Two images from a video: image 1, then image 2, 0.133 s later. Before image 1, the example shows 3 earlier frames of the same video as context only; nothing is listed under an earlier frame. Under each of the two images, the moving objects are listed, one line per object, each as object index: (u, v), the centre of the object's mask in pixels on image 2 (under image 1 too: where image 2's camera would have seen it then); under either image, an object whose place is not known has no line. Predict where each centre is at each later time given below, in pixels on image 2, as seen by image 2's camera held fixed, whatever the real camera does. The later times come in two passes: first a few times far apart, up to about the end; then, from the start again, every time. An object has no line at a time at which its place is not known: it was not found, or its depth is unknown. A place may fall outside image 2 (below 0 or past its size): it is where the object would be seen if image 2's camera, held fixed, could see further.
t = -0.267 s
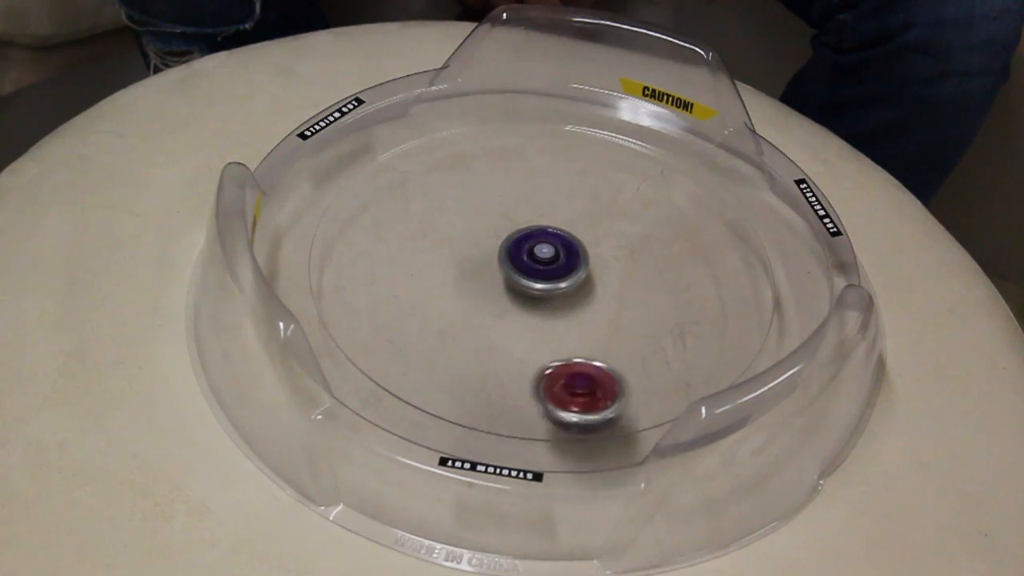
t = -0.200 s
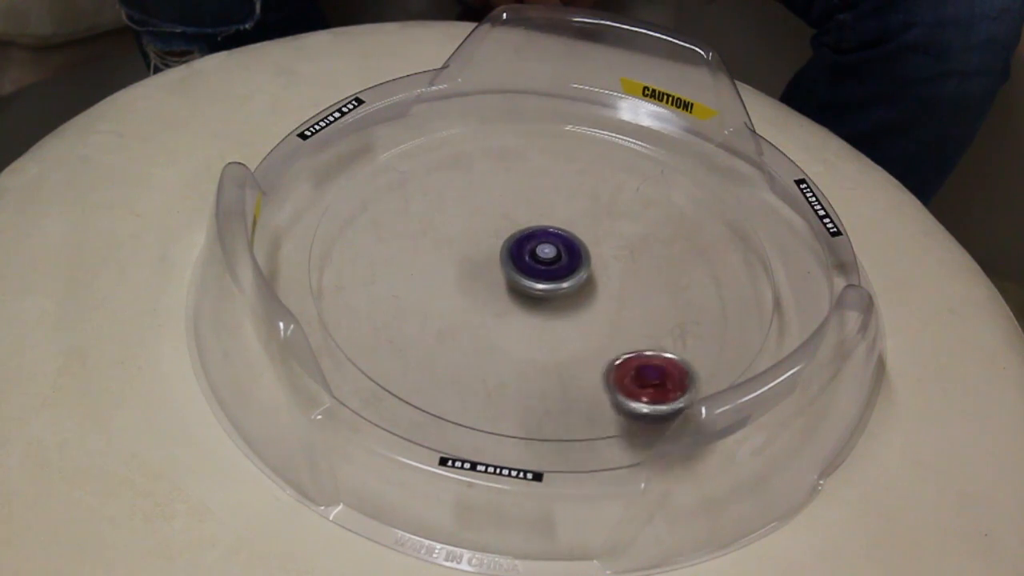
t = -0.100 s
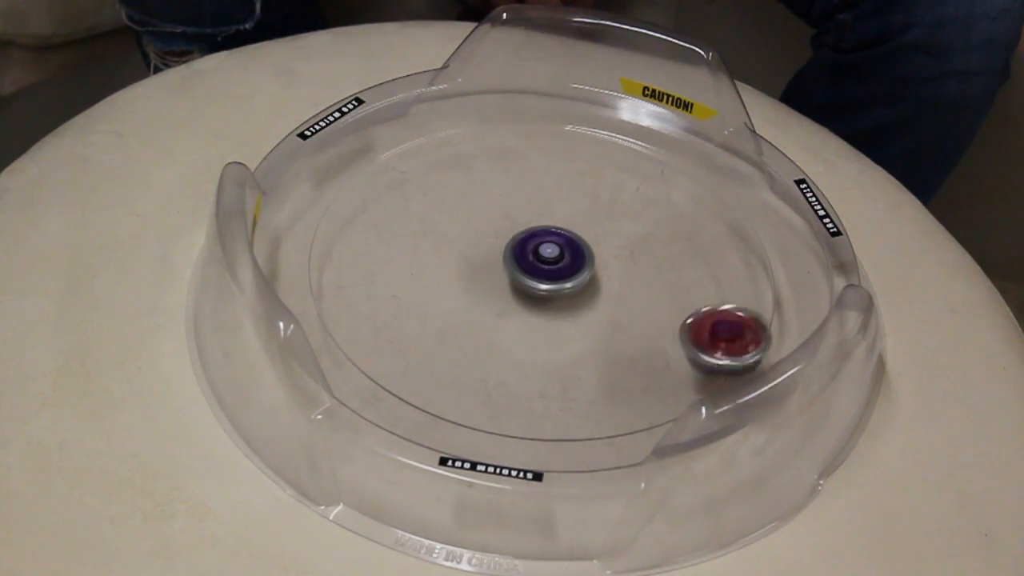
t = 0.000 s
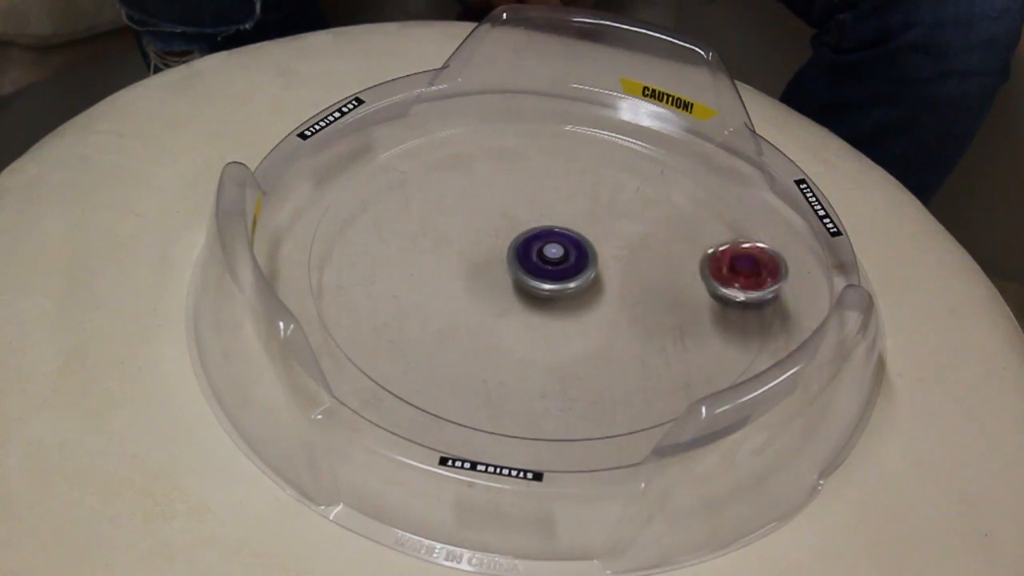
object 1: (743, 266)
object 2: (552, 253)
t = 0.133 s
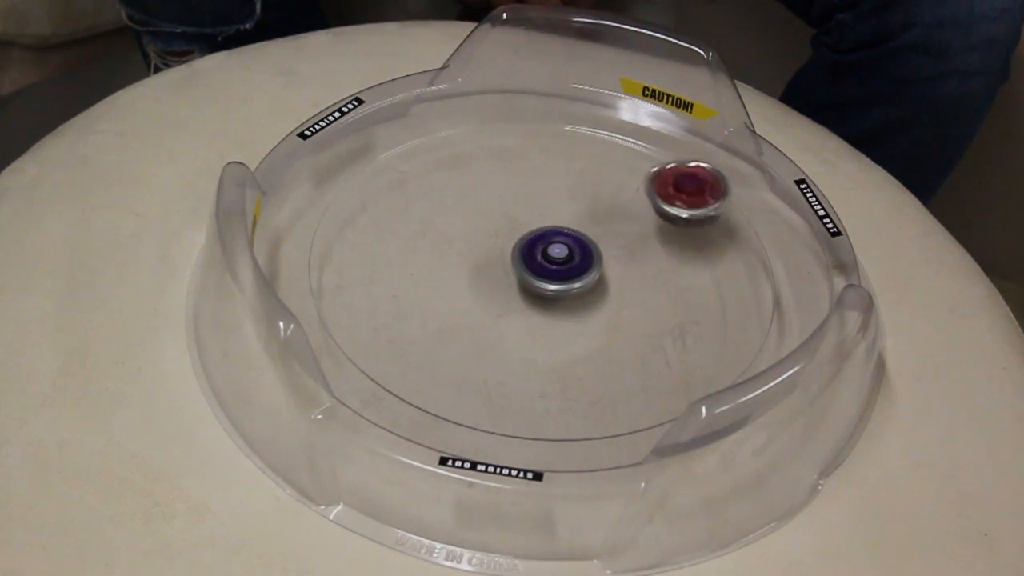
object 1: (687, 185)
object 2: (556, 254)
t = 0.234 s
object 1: (605, 145)
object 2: (559, 254)
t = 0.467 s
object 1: (397, 162)
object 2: (563, 257)
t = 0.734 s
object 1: (397, 327)
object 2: (568, 263)
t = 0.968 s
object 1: (633, 359)
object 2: (564, 269)
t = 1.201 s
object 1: (725, 222)
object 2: (566, 274)
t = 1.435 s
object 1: (587, 110)
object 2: (561, 274)
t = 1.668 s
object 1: (402, 166)
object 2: (551, 273)
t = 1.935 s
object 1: (450, 340)
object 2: (545, 272)
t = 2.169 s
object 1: (681, 358)
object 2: (541, 270)
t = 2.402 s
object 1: (747, 223)
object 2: (539, 267)
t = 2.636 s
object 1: (573, 139)
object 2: (539, 264)
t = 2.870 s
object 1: (388, 195)
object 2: (541, 260)
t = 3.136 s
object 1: (438, 354)
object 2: (543, 256)
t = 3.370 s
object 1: (662, 351)
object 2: (547, 255)
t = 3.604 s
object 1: (701, 210)
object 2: (551, 255)
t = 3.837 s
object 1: (541, 116)
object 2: (556, 258)
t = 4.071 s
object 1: (378, 185)
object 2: (560, 260)
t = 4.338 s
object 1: (478, 347)
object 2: (561, 264)
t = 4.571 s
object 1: (696, 332)
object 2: (560, 268)
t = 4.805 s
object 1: (728, 197)
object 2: (557, 271)
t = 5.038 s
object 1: (547, 138)
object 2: (553, 271)
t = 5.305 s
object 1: (383, 240)
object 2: (548, 271)
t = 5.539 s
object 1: (485, 367)
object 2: (542, 271)
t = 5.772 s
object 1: (687, 334)
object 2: (541, 269)
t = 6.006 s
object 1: (677, 197)
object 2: (540, 265)
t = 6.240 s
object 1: (500, 132)
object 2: (542, 260)
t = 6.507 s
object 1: (369, 241)
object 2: (543, 258)
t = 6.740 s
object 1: (520, 355)
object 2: (546, 256)
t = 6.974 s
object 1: (710, 300)
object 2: (549, 256)
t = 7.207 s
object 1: (685, 167)
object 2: (555, 258)
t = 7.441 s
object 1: (498, 146)
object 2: (559, 260)
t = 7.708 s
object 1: (401, 280)
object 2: (560, 263)
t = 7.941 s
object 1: (559, 374)
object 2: (556, 267)
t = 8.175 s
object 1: (711, 295)
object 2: (555, 271)
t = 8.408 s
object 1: (628, 174)
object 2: (555, 271)
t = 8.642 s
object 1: (443, 158)
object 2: (549, 269)
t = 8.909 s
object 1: (397, 296)
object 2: (543, 270)
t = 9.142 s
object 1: (595, 352)
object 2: (542, 270)
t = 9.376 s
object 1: (711, 248)
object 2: (543, 265)
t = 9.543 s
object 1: (656, 160)
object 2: (543, 263)
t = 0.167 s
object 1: (662, 169)
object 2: (557, 253)
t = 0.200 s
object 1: (636, 156)
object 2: (558, 255)
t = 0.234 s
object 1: (605, 145)
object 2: (559, 254)
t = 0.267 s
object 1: (575, 138)
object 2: (559, 255)
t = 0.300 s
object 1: (542, 134)
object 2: (560, 254)
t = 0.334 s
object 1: (511, 133)
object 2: (561, 256)
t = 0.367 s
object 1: (479, 135)
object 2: (561, 255)
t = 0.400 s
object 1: (450, 141)
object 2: (562, 257)
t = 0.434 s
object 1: (421, 150)
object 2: (563, 256)
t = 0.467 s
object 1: (397, 162)
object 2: (563, 257)
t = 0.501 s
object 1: (376, 177)
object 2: (564, 257)
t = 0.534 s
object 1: (360, 195)
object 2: (564, 258)
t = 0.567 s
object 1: (348, 216)
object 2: (565, 258)
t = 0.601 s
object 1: (345, 237)
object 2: (565, 259)
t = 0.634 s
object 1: (347, 261)
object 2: (566, 261)
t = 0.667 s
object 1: (357, 284)
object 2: (567, 261)
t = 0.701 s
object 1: (374, 307)
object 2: (567, 262)
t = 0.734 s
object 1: (397, 327)
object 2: (568, 263)
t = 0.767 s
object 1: (426, 344)
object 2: (567, 264)
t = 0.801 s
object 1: (458, 358)
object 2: (567, 265)
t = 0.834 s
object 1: (493, 367)
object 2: (566, 265)
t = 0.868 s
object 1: (530, 372)
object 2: (566, 265)
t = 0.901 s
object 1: (566, 372)
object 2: (565, 266)
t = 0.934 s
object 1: (602, 368)
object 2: (565, 266)
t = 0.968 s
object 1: (633, 359)
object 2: (564, 269)
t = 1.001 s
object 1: (663, 346)
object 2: (564, 270)
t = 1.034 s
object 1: (686, 330)
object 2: (565, 271)
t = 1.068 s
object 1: (705, 311)
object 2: (565, 272)
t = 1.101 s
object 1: (717, 290)
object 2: (565, 273)
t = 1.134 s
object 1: (725, 267)
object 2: (566, 272)
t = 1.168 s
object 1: (728, 246)
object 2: (566, 273)
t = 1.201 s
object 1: (725, 222)
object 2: (566, 274)
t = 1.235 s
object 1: (719, 201)
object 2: (566, 275)
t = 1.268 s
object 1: (706, 179)
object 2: (566, 274)
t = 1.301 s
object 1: (690, 160)
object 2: (565, 274)
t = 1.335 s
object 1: (670, 144)
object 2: (564, 275)
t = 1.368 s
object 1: (645, 128)
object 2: (563, 273)
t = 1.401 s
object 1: (617, 118)
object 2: (562, 274)
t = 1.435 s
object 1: (587, 110)
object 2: (561, 274)
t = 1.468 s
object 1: (558, 106)
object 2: (559, 273)
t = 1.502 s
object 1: (525, 107)
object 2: (558, 274)
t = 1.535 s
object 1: (496, 111)
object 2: (556, 274)
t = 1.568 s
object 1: (469, 120)
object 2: (555, 273)
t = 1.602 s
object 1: (442, 132)
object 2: (553, 273)
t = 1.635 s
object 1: (420, 147)
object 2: (552, 273)
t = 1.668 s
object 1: (402, 166)
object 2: (551, 273)
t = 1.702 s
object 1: (388, 186)
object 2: (549, 273)
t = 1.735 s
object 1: (380, 209)
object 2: (549, 274)
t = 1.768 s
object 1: (377, 232)
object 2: (548, 274)
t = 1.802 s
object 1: (380, 257)
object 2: (547, 274)
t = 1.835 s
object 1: (389, 280)
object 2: (547, 274)
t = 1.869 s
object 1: (405, 302)
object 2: (546, 274)
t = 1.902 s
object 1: (426, 322)
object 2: (546, 273)
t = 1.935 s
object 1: (450, 340)
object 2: (545, 272)
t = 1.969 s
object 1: (480, 354)
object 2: (544, 273)
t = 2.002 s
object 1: (512, 365)
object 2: (543, 272)
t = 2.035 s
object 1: (547, 372)
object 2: (543, 272)
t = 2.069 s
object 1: (582, 375)
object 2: (543, 271)
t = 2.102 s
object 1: (618, 373)
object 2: (542, 271)
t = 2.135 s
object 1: (650, 368)
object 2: (541, 270)
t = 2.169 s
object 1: (681, 358)
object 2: (541, 270)
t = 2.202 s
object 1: (708, 344)
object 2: (540, 270)
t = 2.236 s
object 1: (729, 328)
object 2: (540, 269)
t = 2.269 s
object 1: (746, 308)
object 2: (540, 269)
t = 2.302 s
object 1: (756, 287)
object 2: (540, 267)
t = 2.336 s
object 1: (758, 266)
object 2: (540, 268)
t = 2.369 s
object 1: (756, 244)
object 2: (539, 268)
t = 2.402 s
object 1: (747, 223)
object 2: (539, 267)
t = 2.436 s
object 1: (732, 203)
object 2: (539, 266)
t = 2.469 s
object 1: (713, 187)
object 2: (539, 266)
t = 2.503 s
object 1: (689, 172)
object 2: (539, 266)
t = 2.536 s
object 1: (664, 159)
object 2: (539, 265)
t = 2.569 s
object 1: (636, 150)
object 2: (539, 264)
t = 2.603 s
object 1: (604, 142)
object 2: (539, 263)
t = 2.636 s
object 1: (573, 139)
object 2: (539, 264)
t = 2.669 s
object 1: (542, 138)
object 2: (539, 262)
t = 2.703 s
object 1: (512, 141)
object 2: (539, 263)
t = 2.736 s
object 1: (483, 146)
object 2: (539, 262)
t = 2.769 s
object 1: (453, 154)
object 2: (541, 260)
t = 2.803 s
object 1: (428, 165)
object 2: (540, 261)
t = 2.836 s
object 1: (407, 179)
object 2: (541, 260)
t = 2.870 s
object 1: (388, 195)
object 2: (541, 260)
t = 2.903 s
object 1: (374, 213)
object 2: (541, 260)
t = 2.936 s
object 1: (365, 233)
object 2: (542, 259)
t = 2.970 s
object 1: (361, 254)
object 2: (542, 258)
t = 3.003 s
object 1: (364, 276)
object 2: (542, 258)
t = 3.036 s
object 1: (374, 298)
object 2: (542, 257)
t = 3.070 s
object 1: (389, 319)
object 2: (543, 257)
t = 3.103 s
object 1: (411, 337)
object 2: (543, 256)
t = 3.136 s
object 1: (438, 354)
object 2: (543, 256)
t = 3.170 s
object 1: (470, 367)
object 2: (544, 255)
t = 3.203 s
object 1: (503, 375)
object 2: (544, 256)
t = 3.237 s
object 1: (538, 379)
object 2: (545, 255)
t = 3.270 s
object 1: (573, 378)
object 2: (545, 256)
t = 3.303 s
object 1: (606, 373)
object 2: (545, 255)
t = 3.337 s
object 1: (635, 363)
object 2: (546, 255)
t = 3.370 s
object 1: (662, 351)
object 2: (547, 255)
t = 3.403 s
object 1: (683, 335)
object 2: (548, 255)
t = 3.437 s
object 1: (699, 315)
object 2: (548, 254)
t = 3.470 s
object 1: (710, 296)
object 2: (549, 255)
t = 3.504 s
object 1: (715, 274)
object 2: (549, 255)
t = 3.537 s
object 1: (715, 252)
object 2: (550, 256)
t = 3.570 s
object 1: (711, 231)
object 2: (551, 256)
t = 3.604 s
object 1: (701, 210)
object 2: (551, 255)
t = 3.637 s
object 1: (687, 190)
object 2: (552, 256)
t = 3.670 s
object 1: (669, 172)
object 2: (553, 256)
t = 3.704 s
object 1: (648, 155)
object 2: (553, 256)
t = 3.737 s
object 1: (625, 141)
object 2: (554, 256)
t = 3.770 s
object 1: (599, 130)
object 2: (555, 257)
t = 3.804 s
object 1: (571, 122)
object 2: (556, 258)
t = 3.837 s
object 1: (541, 116)
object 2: (556, 258)
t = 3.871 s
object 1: (512, 116)
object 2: (557, 257)
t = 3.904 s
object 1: (482, 118)
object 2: (557, 258)
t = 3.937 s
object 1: (455, 124)
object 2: (558, 258)
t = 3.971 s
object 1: (430, 135)
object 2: (558, 259)
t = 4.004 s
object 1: (409, 148)
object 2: (559, 260)
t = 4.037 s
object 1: (391, 166)
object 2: (560, 260)
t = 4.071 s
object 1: (378, 185)
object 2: (560, 260)
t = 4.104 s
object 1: (371, 206)
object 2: (560, 261)
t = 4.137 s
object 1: (369, 229)
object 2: (561, 262)
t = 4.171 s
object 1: (374, 253)
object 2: (560, 261)
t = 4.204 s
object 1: (385, 276)
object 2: (561, 263)
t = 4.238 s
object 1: (400, 297)
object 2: (561, 262)
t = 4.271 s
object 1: (422, 316)
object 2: (561, 264)
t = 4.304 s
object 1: (449, 333)
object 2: (561, 263)
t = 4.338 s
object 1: (478, 347)
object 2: (561, 264)
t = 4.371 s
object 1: (510, 357)
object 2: (561, 264)
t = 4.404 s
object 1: (543, 363)
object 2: (561, 265)
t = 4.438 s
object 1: (577, 365)
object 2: (561, 266)
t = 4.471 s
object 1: (612, 362)
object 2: (561, 267)
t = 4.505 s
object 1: (643, 357)
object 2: (561, 267)
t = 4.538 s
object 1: (671, 346)
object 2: (561, 267)
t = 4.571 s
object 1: (696, 332)
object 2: (560, 268)
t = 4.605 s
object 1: (718, 317)
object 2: (559, 269)
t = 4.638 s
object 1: (733, 298)
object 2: (559, 269)
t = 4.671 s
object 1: (744, 278)
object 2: (559, 270)
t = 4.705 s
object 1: (749, 257)
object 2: (559, 269)
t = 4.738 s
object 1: (748, 236)
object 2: (558, 270)
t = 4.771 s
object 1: (741, 216)
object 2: (558, 271)
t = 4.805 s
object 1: (728, 197)
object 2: (557, 271)
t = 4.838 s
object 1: (711, 180)
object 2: (557, 271)
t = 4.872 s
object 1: (689, 166)
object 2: (556, 271)
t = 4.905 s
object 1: (664, 153)
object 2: (556, 271)
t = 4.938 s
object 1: (636, 145)
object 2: (556, 271)
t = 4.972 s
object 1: (606, 140)
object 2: (555, 272)
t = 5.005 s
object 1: (576, 137)
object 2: (555, 271)
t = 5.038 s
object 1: (547, 138)
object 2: (553, 271)
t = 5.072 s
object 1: (517, 142)
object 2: (553, 271)
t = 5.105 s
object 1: (490, 148)
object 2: (552, 272)
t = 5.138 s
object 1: (463, 158)
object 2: (552, 270)
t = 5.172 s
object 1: (440, 171)
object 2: (551, 271)
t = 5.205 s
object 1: (420, 185)
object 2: (550, 270)
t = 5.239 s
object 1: (403, 201)
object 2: (549, 270)
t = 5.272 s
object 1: (390, 220)
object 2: (548, 271)
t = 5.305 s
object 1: (383, 240)
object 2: (548, 271)
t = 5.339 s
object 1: (381, 261)
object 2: (547, 271)
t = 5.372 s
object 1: (385, 281)
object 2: (546, 271)
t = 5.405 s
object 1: (394, 302)
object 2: (545, 270)
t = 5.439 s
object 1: (410, 321)
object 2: (544, 270)
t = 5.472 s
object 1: (430, 339)
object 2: (544, 269)
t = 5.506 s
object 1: (455, 355)
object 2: (543, 269)
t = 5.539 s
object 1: (485, 367)
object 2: (542, 271)
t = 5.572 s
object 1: (517, 375)
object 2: (541, 271)
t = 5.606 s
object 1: (550, 379)
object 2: (541, 270)
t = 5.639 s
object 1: (583, 378)
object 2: (542, 269)
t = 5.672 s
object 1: (615, 373)
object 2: (541, 270)
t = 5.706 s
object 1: (643, 364)
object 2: (541, 268)
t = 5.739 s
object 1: (667, 351)
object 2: (541, 269)
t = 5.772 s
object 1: (687, 334)
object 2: (541, 269)
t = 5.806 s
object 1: (701, 317)
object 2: (540, 268)
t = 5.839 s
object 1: (710, 297)
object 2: (541, 267)
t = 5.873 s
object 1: (712, 276)
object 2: (541, 267)
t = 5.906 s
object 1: (710, 255)
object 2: (540, 267)
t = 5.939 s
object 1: (704, 236)
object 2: (541, 265)
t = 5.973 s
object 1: (693, 216)
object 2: (541, 264)
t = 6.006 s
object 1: (677, 197)
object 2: (540, 265)
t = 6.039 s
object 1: (658, 182)
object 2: (541, 263)
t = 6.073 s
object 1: (637, 167)
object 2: (541, 263)
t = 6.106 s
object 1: (612, 154)
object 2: (541, 262)
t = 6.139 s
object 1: (586, 144)
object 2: (541, 262)
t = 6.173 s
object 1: (558, 137)
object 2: (541, 261)
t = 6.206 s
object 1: (529, 133)
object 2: (541, 261)
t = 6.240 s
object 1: (500, 132)
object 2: (542, 260)
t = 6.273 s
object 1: (473, 135)
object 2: (542, 260)
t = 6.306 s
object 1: (446, 141)
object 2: (542, 259)
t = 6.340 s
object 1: (423, 151)
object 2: (542, 260)
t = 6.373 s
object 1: (402, 164)
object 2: (543, 259)
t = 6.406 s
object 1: (385, 180)
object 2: (542, 259)
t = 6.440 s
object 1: (374, 198)
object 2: (543, 258)
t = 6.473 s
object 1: (368, 220)
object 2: (543, 258)
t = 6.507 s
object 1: (369, 241)
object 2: (543, 258)
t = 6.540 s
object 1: (376, 264)
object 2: (543, 258)
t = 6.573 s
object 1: (389, 284)
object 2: (544, 257)
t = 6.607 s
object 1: (407, 305)
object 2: (544, 256)
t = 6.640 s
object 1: (431, 322)
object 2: (544, 257)
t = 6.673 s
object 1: (458, 336)
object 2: (544, 256)
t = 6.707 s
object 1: (489, 348)
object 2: (545, 256)
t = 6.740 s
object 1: (520, 355)
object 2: (546, 256)
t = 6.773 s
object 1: (553, 359)
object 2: (546, 257)
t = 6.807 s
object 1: (586, 358)
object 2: (546, 256)
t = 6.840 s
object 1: (616, 353)
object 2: (547, 257)
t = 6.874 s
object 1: (645, 344)
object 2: (548, 256)
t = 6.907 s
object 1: (671, 332)
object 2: (548, 257)
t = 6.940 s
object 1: (693, 318)
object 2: (549, 256)
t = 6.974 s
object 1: (710, 300)
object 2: (549, 256)
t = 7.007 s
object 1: (721, 280)
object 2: (550, 257)
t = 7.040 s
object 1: (729, 260)
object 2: (551, 257)
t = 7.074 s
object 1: (731, 240)
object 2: (551, 257)
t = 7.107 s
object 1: (727, 220)
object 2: (552, 258)
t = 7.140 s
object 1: (719, 201)
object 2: (553, 258)
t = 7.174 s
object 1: (704, 183)
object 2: (553, 259)
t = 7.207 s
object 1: (685, 167)
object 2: (555, 258)
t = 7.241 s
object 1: (663, 154)
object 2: (555, 260)
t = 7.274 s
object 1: (639, 144)
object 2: (556, 259)
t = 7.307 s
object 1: (610, 138)
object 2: (556, 259)
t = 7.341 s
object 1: (582, 135)
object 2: (557, 259)
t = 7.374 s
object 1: (554, 135)
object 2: (558, 260)
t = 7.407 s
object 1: (525, 139)
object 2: (559, 260)
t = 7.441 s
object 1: (498, 146)
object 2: (559, 260)
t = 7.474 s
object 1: (473, 156)
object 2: (559, 260)
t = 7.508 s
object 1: (451, 169)
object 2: (560, 261)
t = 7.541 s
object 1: (432, 184)
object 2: (561, 261)
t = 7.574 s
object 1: (416, 201)
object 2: (560, 262)
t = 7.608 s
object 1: (405, 219)
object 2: (560, 262)
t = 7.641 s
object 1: (399, 239)
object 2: (560, 262)
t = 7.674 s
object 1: (398, 260)
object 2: (560, 262)
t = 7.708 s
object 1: (401, 280)
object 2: (560, 263)
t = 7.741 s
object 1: (410, 300)
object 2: (560, 263)
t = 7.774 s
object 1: (426, 319)
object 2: (559, 264)
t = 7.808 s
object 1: (445, 335)
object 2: (559, 263)
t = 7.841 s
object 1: (468, 350)
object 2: (559, 264)
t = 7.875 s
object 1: (496, 362)
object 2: (558, 265)
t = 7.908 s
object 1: (527, 370)
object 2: (557, 265)
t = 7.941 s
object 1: (559, 374)
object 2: (556, 267)
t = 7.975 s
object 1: (591, 374)
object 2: (556, 266)
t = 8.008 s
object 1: (621, 368)
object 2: (556, 268)
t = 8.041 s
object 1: (649, 359)
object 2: (555, 268)
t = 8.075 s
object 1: (673, 347)
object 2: (556, 269)
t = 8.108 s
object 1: (691, 332)
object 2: (556, 269)
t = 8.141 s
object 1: (704, 314)
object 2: (556, 270)
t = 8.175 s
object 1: (711, 295)
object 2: (555, 271)
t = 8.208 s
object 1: (712, 275)
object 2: (555, 270)
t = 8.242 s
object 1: (709, 255)
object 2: (555, 271)
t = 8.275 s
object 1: (701, 236)
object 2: (555, 270)
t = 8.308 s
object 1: (688, 218)
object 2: (555, 271)
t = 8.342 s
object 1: (671, 202)
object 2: (555, 272)
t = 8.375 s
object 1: (651, 187)
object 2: (555, 271)
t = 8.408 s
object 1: (628, 174)
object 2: (555, 271)
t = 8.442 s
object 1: (604, 163)
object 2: (554, 271)
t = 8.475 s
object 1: (577, 155)
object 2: (554, 271)
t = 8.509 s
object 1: (549, 150)
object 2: (553, 271)
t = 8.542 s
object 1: (522, 147)
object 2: (552, 269)
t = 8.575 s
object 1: (493, 148)
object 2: (551, 270)
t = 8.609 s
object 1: (467, 151)
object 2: (550, 271)
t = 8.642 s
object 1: (443, 158)
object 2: (549, 269)
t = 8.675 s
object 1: (419, 168)
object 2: (548, 269)
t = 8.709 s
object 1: (401, 181)
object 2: (547, 270)
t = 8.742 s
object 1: (386, 197)
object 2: (547, 270)
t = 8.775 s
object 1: (376, 215)
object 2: (546, 270)
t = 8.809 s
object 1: (372, 235)
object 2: (544, 270)
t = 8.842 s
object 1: (374, 256)
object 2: (544, 270)
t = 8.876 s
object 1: (383, 276)
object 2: (544, 269)
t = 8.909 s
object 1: (397, 296)
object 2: (543, 270)
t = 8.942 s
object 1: (418, 314)
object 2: (543, 271)
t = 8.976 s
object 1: (443, 329)
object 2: (542, 271)
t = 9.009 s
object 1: (471, 342)
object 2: (543, 269)
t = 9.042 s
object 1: (501, 350)
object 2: (543, 269)
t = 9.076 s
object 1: (532, 355)
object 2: (542, 270)
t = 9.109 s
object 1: (564, 355)
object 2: (543, 269)
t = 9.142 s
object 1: (595, 352)
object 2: (542, 270)
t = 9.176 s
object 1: (623, 344)
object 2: (543, 268)
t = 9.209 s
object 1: (648, 334)
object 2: (543, 268)
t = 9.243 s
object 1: (670, 320)
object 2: (543, 268)
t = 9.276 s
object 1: (688, 304)
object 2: (543, 267)
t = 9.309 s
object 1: (700, 286)
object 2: (543, 267)
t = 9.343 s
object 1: (708, 267)
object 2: (544, 265)
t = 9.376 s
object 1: (711, 248)
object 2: (543, 265)
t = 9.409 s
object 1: (711, 228)
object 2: (544, 265)
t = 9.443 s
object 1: (704, 209)
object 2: (544, 264)
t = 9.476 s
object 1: (692, 190)
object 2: (544, 264)
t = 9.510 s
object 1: (676, 174)
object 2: (543, 263)
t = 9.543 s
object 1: (656, 160)
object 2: (543, 263)
